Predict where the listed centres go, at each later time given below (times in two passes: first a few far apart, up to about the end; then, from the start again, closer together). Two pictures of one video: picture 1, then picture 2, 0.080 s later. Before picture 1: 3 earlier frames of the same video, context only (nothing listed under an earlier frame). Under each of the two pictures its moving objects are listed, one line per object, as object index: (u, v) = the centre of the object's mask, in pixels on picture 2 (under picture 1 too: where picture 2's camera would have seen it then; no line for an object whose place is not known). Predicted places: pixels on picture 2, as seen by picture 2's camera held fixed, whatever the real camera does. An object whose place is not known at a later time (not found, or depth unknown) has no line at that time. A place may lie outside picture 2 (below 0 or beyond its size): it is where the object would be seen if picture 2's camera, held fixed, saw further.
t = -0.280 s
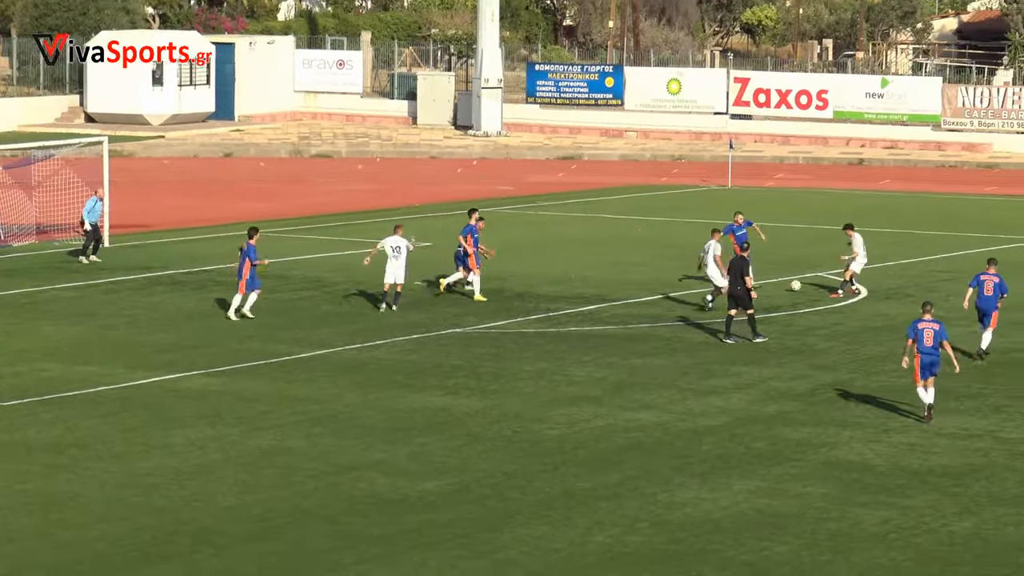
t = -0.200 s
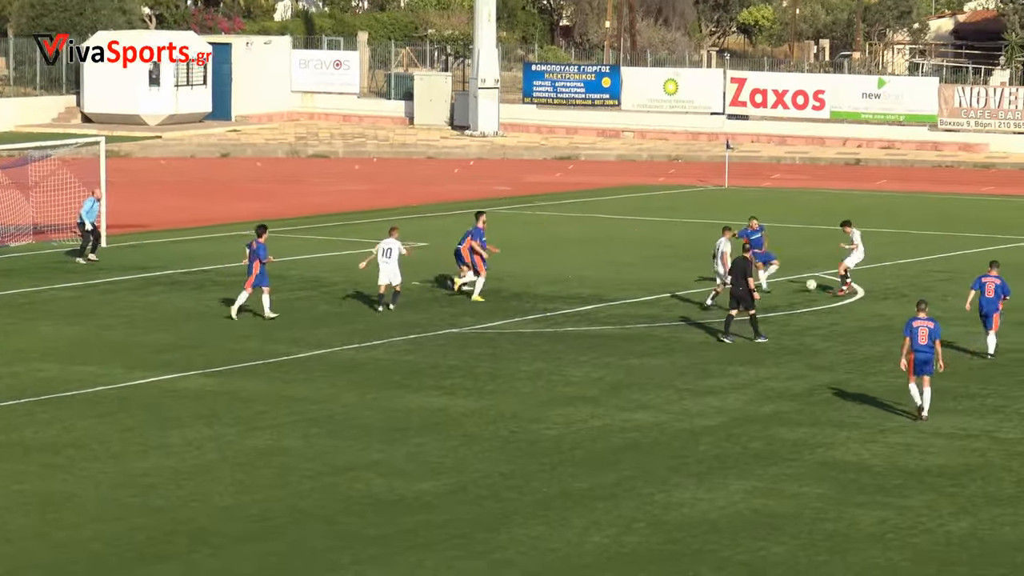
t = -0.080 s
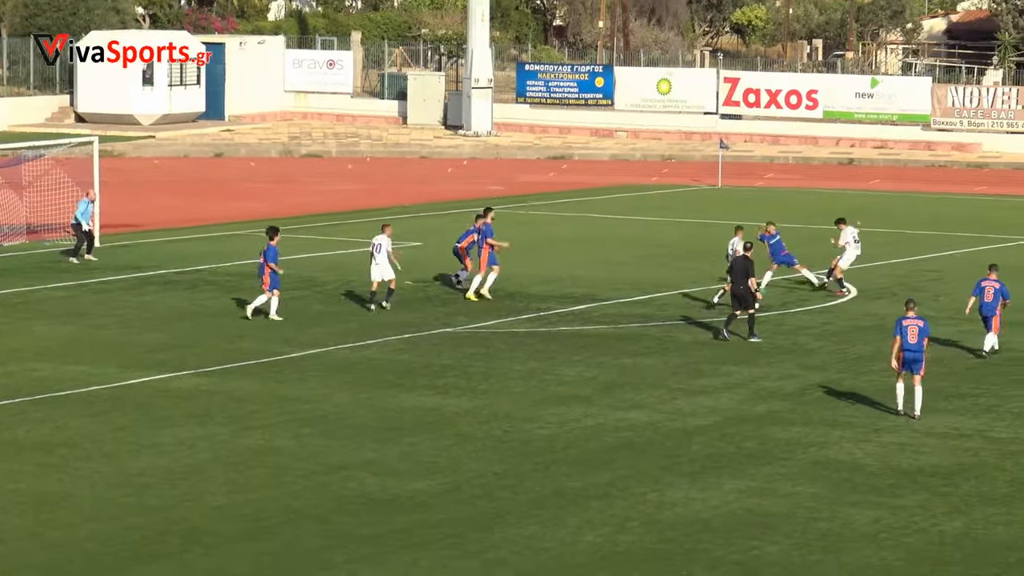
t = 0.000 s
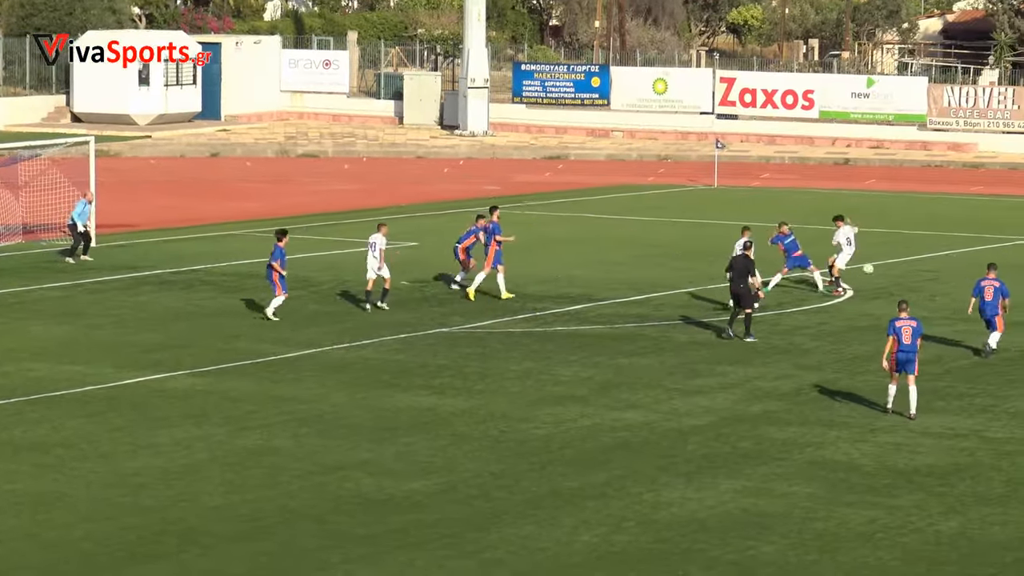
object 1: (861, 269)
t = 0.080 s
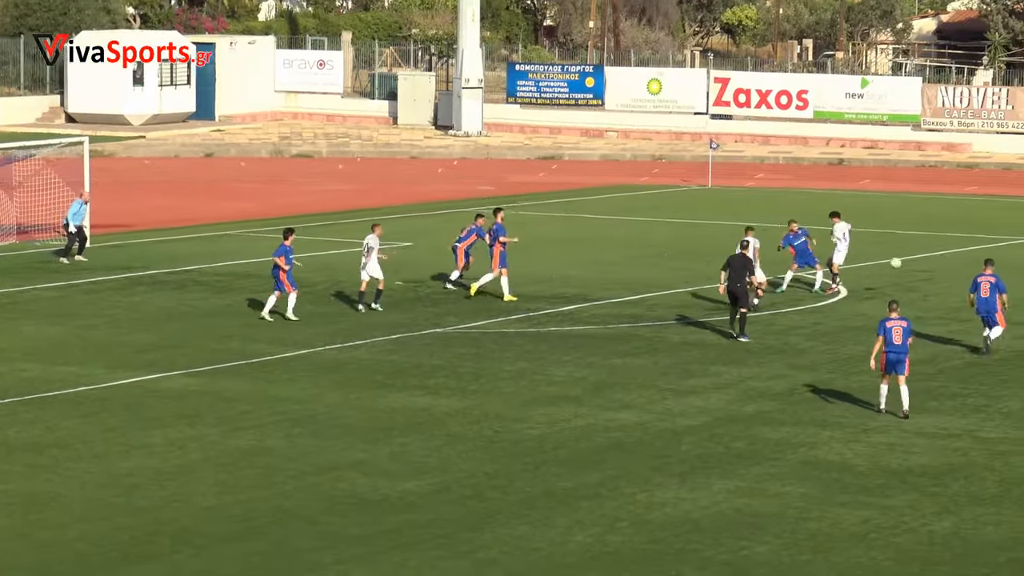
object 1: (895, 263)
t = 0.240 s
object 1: (963, 260)
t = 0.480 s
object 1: (1066, 280)
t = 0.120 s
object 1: (912, 261)
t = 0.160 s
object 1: (929, 260)
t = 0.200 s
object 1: (945, 259)
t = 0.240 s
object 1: (963, 260)
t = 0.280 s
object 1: (980, 261)
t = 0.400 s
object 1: (1032, 270)
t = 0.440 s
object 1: (1049, 274)
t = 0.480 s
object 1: (1066, 280)
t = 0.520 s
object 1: (1083, 286)
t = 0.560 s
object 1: (1098, 293)
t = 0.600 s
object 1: (1112, 296)
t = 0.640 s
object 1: (1125, 291)
